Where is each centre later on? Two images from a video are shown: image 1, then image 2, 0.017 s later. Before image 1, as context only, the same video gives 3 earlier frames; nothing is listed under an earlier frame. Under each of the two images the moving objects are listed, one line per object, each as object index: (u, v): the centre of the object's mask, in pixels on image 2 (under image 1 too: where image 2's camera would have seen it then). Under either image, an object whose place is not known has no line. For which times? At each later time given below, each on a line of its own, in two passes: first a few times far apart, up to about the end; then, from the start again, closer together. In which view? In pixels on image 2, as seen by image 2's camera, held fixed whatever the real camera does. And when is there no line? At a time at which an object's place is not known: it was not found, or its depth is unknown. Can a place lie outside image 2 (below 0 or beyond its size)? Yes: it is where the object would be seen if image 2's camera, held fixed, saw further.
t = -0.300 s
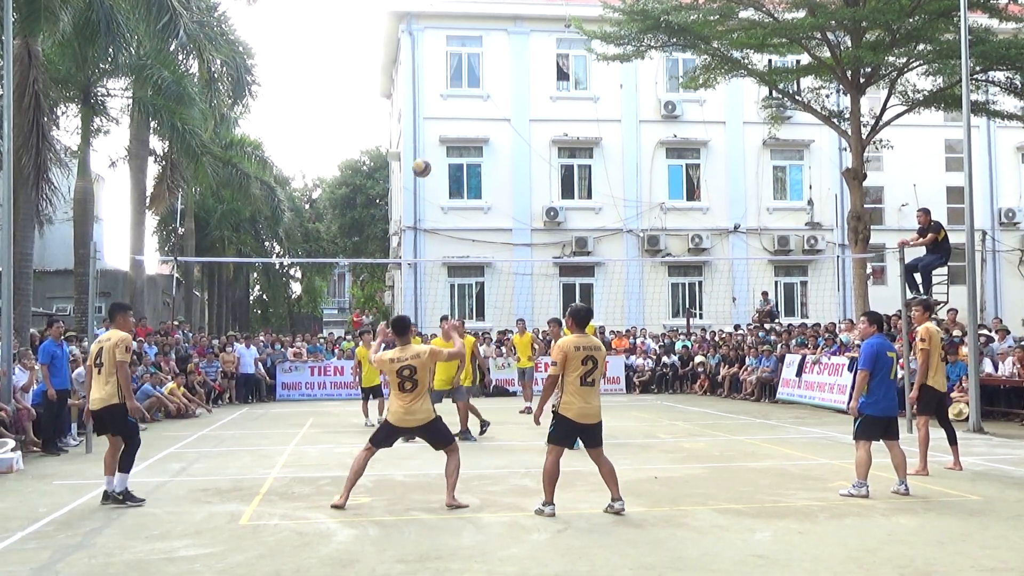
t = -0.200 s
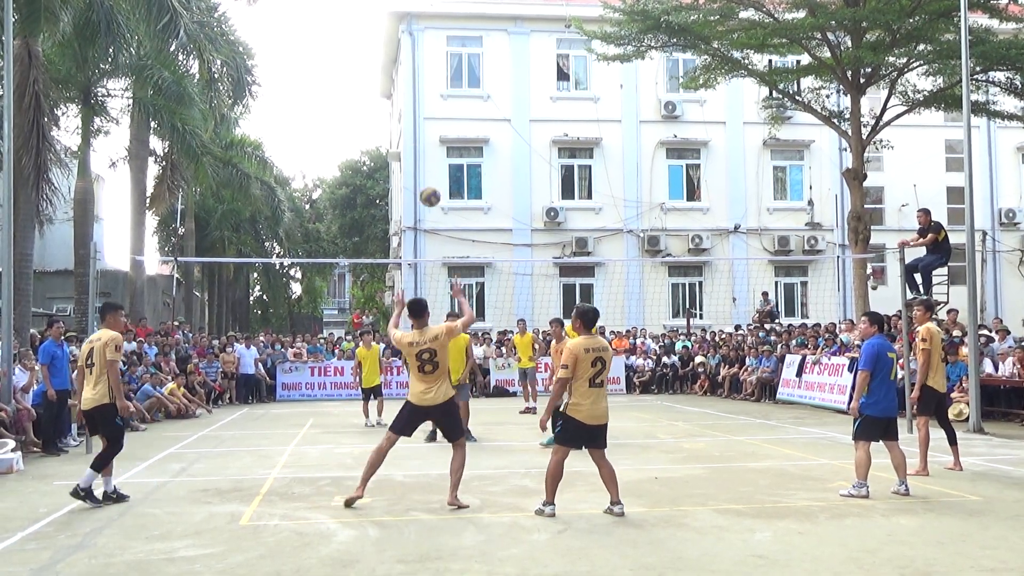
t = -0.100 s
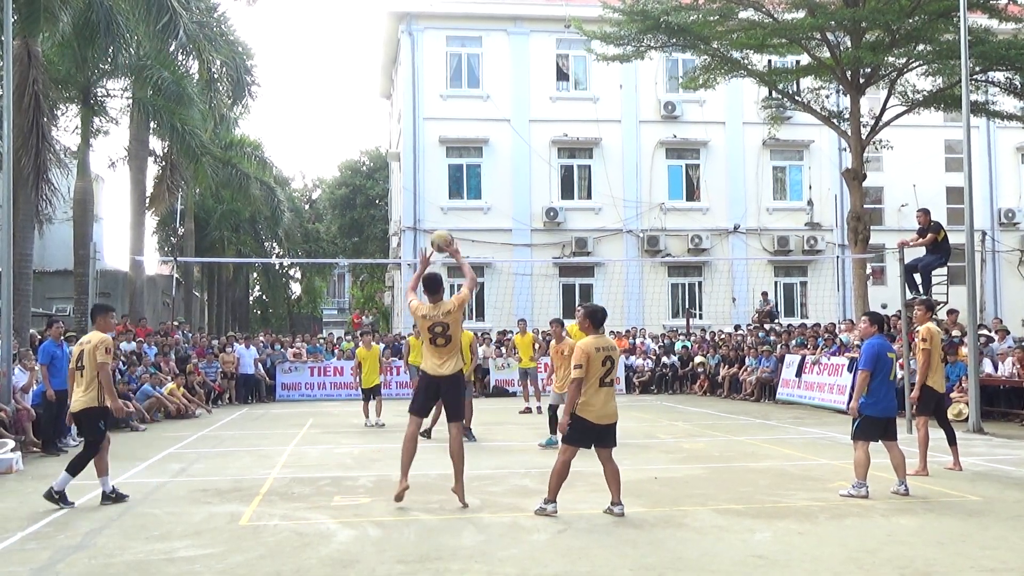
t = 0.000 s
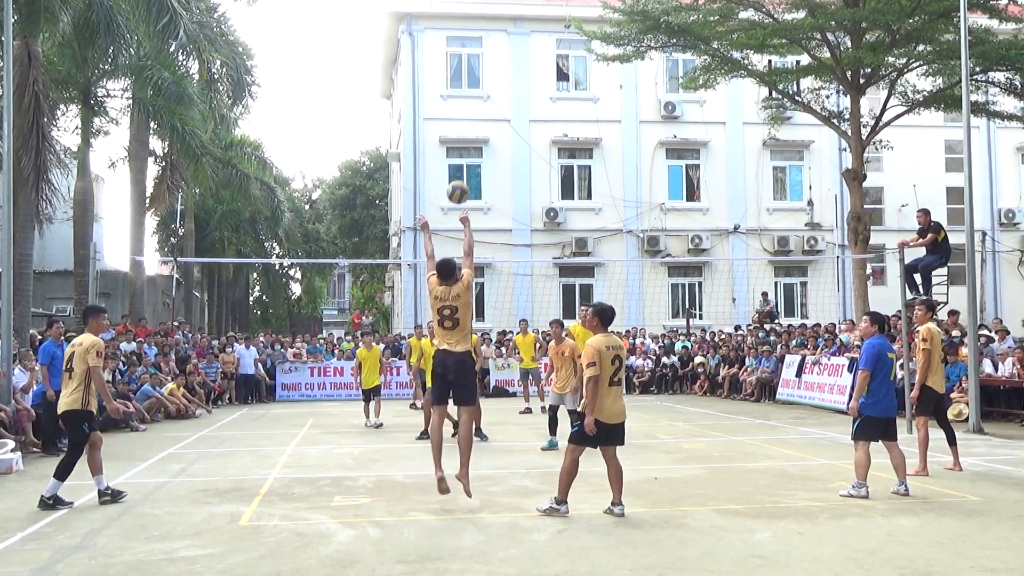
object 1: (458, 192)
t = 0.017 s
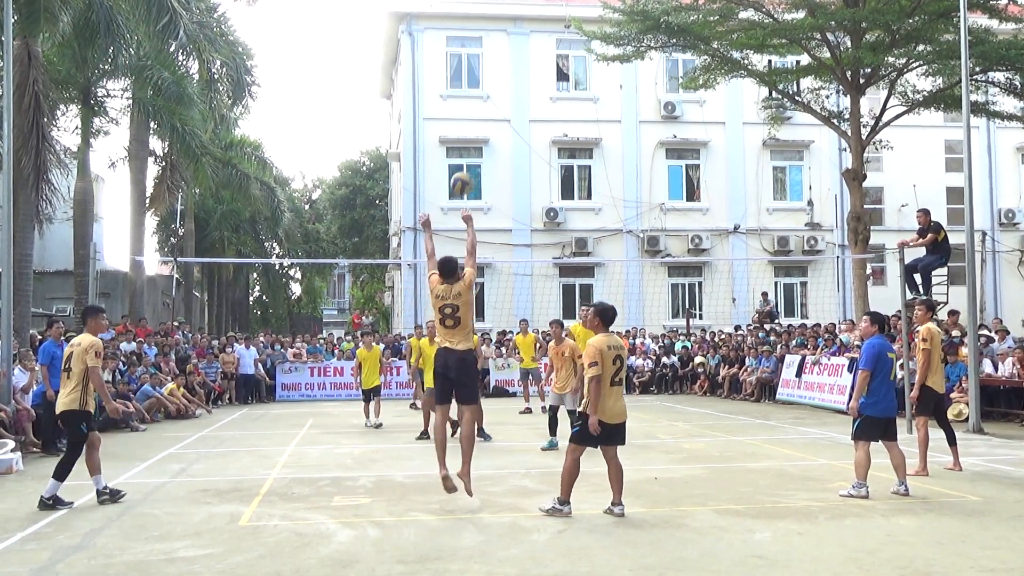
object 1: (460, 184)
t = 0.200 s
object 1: (507, 110)
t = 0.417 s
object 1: (555, 74)
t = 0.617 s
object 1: (595, 82)
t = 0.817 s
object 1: (633, 126)
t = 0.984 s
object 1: (663, 186)
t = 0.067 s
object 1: (475, 159)
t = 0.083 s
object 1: (479, 151)
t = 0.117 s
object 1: (488, 138)
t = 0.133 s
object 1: (492, 132)
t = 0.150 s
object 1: (496, 126)
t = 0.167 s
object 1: (500, 120)
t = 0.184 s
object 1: (503, 115)
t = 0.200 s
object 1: (507, 110)
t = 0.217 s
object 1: (511, 105)
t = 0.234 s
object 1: (515, 101)
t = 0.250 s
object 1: (519, 97)
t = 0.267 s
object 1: (523, 93)
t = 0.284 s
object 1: (526, 90)
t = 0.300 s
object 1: (530, 87)
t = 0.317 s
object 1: (533, 84)
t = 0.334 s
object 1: (537, 82)
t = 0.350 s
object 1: (541, 79)
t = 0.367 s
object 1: (544, 77)
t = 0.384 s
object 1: (548, 76)
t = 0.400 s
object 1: (552, 74)
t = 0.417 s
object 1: (555, 74)
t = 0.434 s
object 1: (559, 73)
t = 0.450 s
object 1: (562, 72)
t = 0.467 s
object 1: (565, 72)
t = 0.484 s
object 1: (568, 72)
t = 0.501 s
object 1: (572, 72)
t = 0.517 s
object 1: (575, 73)
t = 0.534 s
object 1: (579, 74)
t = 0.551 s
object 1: (582, 75)
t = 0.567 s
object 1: (585, 76)
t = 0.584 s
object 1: (588, 77)
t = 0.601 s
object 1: (592, 80)
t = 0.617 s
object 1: (595, 82)
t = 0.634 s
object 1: (598, 84)
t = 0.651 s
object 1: (602, 87)
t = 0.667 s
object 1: (605, 90)
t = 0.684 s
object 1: (608, 93)
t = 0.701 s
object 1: (611, 96)
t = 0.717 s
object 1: (614, 100)
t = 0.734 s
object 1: (618, 104)
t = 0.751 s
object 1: (621, 107)
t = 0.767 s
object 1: (624, 112)
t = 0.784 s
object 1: (627, 116)
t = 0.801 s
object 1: (631, 121)
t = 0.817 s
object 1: (633, 126)
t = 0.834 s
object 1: (636, 131)
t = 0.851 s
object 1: (639, 136)
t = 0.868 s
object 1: (642, 141)
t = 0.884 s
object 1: (646, 147)
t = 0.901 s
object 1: (648, 153)
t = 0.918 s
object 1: (651, 159)
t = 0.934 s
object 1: (654, 166)
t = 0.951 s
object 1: (657, 172)
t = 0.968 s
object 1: (660, 179)
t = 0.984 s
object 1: (663, 186)
